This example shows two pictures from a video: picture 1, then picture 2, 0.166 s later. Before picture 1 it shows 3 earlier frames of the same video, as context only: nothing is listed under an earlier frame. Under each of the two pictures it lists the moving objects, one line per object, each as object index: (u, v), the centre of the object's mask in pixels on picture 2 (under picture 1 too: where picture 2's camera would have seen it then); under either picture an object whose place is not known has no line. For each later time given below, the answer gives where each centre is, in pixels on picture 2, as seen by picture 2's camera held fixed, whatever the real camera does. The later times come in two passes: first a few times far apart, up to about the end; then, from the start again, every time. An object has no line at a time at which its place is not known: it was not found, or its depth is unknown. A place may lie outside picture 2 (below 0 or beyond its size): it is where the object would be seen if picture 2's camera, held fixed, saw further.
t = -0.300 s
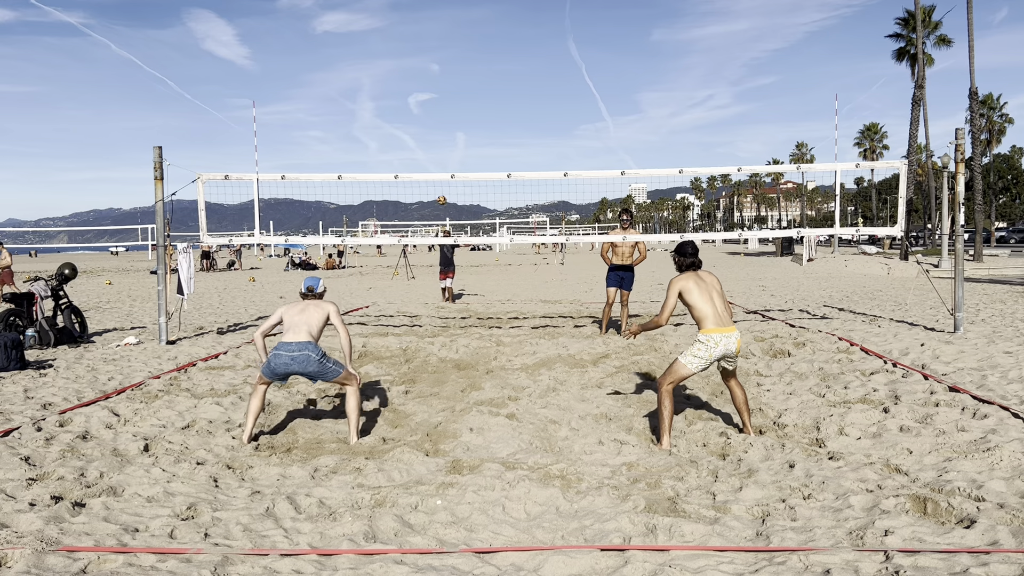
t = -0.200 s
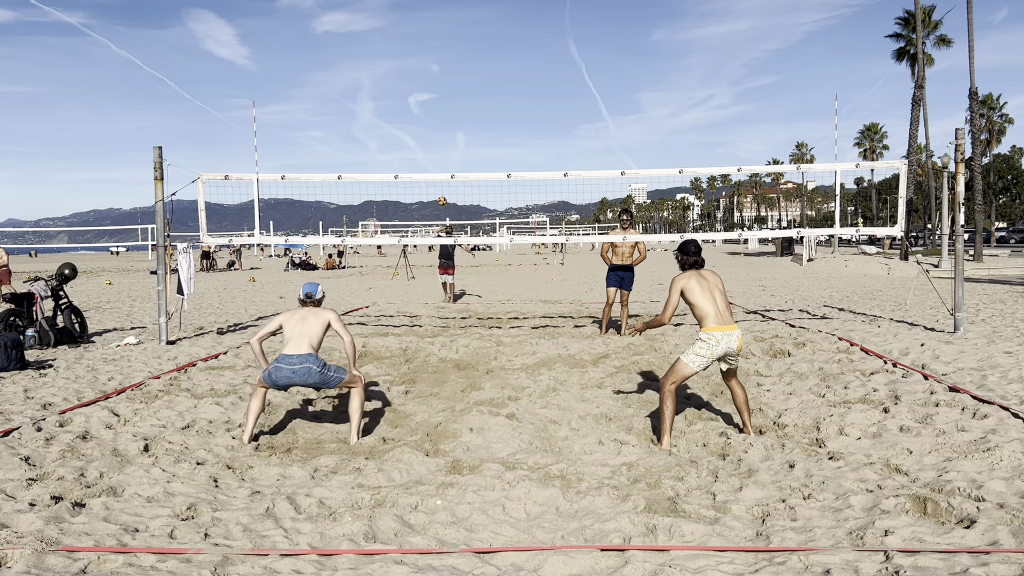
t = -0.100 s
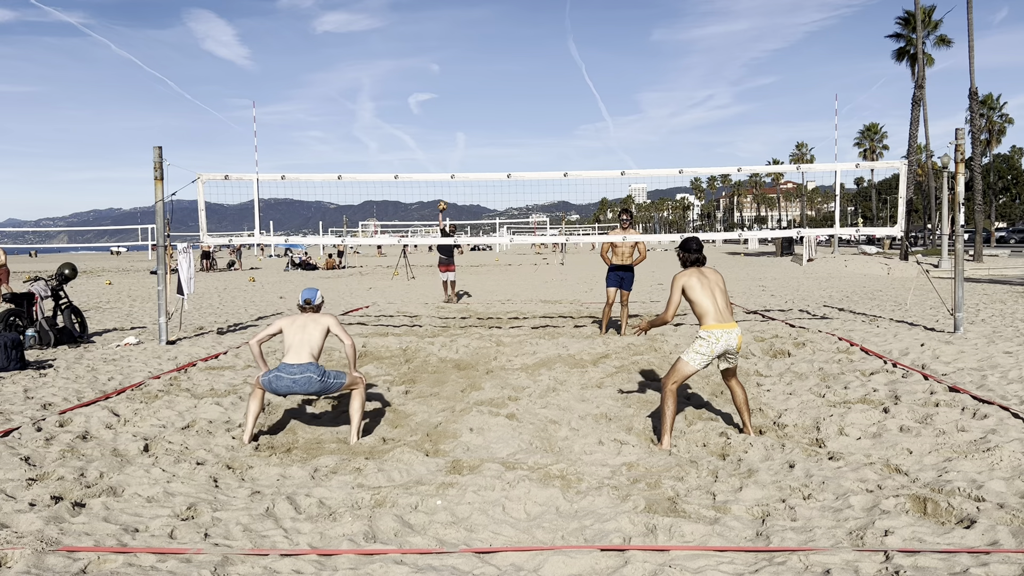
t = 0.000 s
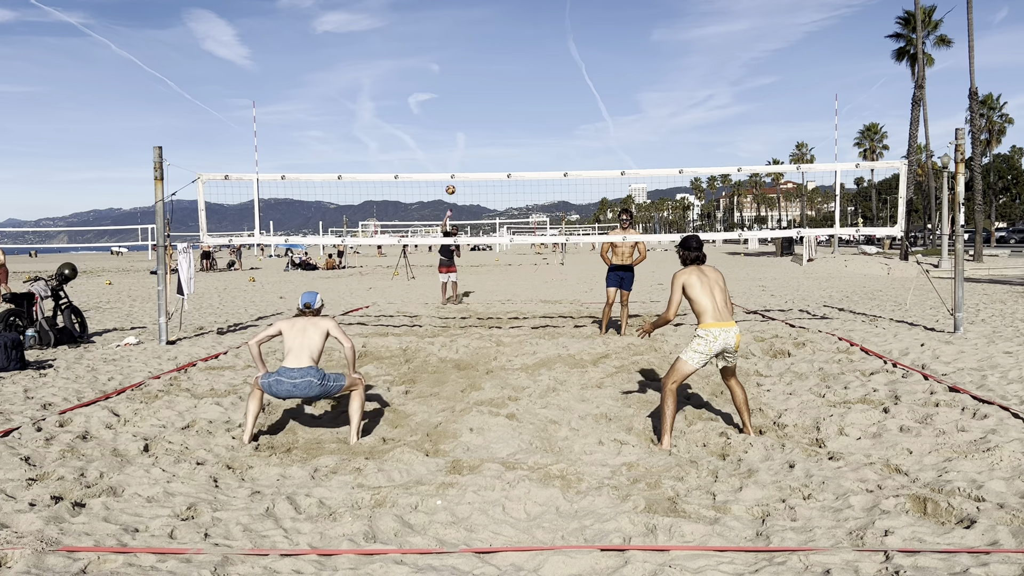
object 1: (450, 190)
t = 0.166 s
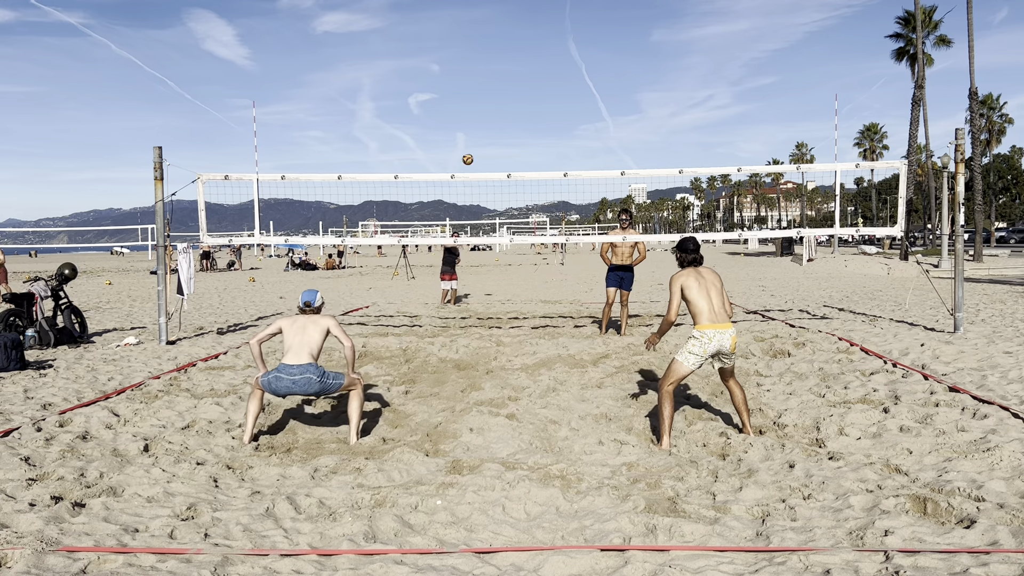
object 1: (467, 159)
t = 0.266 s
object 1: (479, 144)
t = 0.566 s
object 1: (512, 127)
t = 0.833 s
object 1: (548, 181)
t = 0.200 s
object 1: (471, 153)
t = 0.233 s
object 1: (475, 149)
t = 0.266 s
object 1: (479, 144)
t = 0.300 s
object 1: (482, 140)
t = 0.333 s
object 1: (486, 136)
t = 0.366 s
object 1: (490, 133)
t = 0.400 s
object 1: (494, 130)
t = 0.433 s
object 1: (497, 128)
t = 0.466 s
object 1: (501, 126)
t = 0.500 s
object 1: (504, 125)
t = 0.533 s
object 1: (508, 126)
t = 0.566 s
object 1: (512, 127)
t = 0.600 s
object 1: (516, 129)
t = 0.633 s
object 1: (519, 132)
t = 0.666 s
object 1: (523, 136)
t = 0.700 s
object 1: (527, 142)
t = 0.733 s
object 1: (532, 149)
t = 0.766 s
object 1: (537, 158)
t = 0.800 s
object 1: (542, 169)
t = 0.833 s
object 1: (548, 181)
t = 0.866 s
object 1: (554, 194)
